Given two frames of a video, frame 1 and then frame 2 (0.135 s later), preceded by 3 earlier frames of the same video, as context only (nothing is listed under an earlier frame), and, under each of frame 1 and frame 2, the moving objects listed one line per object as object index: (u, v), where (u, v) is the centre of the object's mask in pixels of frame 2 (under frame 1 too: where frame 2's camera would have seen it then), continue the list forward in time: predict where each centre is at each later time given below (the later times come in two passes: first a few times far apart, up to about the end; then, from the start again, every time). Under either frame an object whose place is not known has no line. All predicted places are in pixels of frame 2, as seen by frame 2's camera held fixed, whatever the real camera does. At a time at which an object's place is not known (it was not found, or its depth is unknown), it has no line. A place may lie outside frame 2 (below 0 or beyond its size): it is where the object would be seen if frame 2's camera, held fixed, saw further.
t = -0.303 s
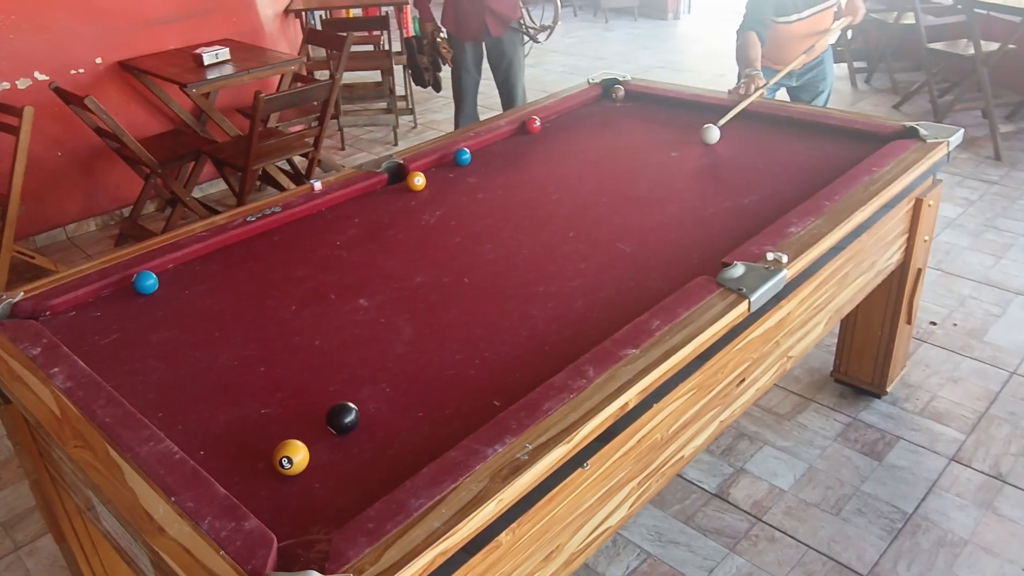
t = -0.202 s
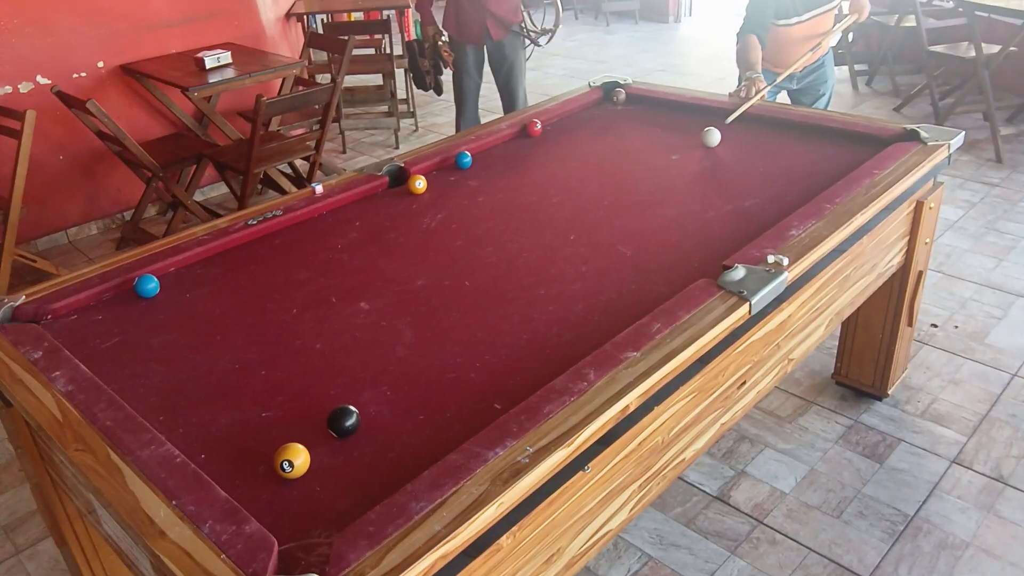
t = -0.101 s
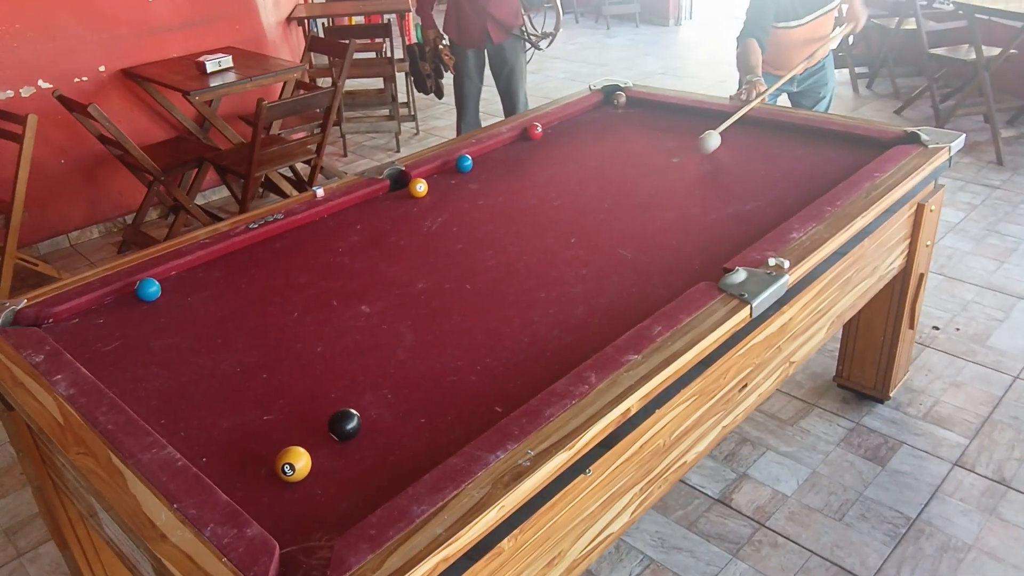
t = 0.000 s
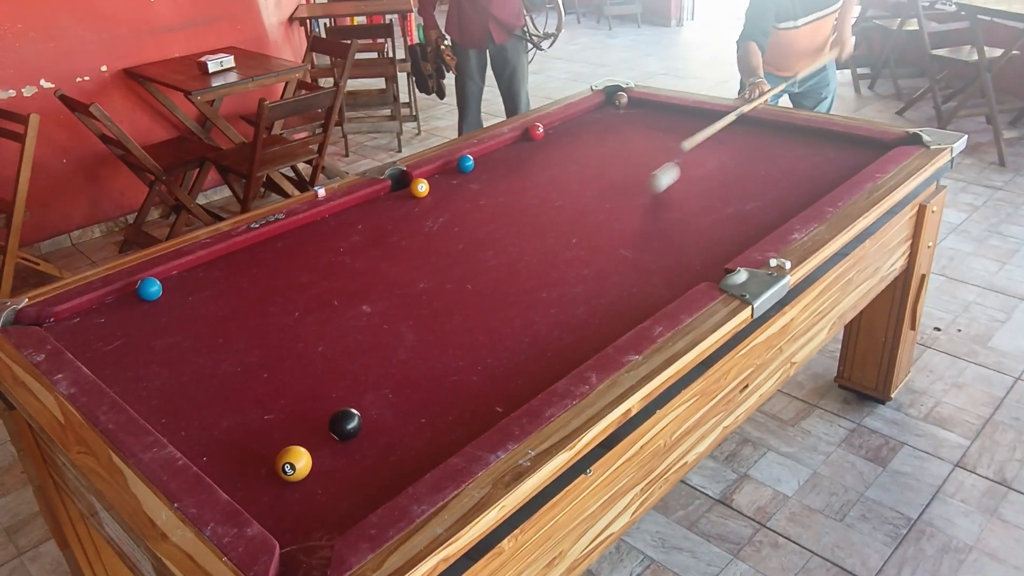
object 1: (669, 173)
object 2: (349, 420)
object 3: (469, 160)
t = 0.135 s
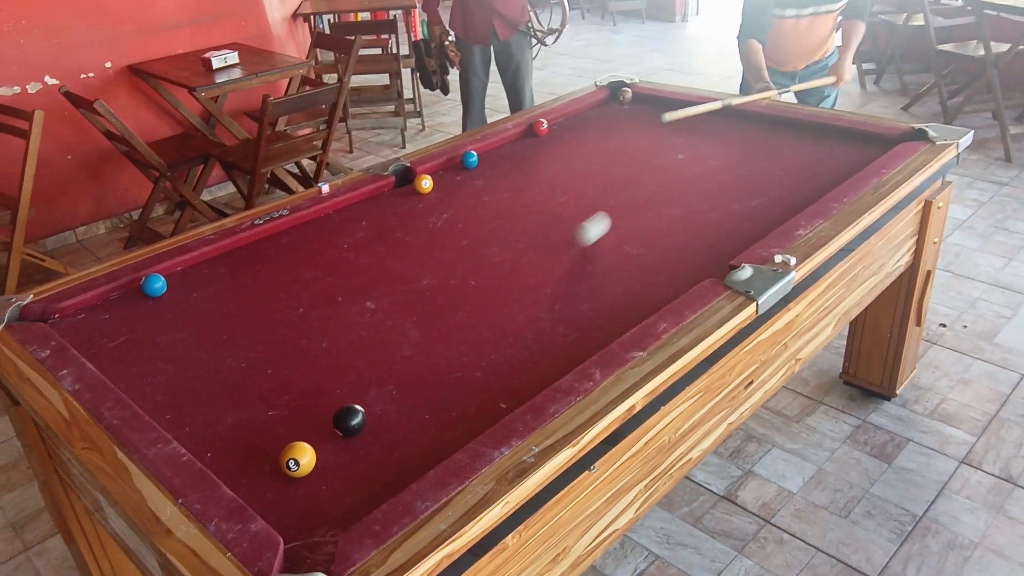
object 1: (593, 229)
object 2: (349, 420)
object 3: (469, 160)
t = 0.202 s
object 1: (548, 262)
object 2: (349, 420)
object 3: (469, 160)
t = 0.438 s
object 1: (335, 403)
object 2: (339, 453)
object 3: (469, 160)
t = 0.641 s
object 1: (232, 407)
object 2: (306, 557)
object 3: (469, 159)
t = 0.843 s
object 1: (308, 332)
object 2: (307, 561)
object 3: (470, 160)
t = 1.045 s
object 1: (359, 276)
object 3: (470, 159)
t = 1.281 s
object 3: (469, 159)
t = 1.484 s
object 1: (437, 190)
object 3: (469, 160)
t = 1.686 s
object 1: (467, 164)
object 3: (473, 153)
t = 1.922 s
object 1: (492, 154)
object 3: (512, 151)
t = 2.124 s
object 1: (511, 147)
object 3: (545, 149)
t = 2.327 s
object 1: (528, 139)
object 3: (577, 148)
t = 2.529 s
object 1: (544, 133)
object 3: (607, 146)
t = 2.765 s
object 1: (563, 127)
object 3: (641, 143)
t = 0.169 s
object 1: (572, 245)
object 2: (349, 420)
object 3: (469, 160)
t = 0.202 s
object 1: (548, 262)
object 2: (349, 420)
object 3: (469, 160)
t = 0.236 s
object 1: (524, 280)
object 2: (349, 420)
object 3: (469, 160)
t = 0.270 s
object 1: (497, 299)
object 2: (349, 420)
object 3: (469, 160)
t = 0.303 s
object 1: (469, 320)
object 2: (349, 420)
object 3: (469, 160)
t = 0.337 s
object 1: (437, 342)
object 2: (349, 420)
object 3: (470, 160)
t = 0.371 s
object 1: (403, 367)
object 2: (349, 420)
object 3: (469, 160)
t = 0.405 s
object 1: (369, 390)
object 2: (348, 422)
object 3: (469, 160)
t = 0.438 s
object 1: (335, 403)
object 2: (339, 453)
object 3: (469, 160)
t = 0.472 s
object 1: (305, 410)
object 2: (332, 493)
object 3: (469, 160)
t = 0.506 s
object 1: (274, 419)
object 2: (326, 530)
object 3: (469, 160)
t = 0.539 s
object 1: (240, 429)
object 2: (308, 556)
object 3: (469, 160)
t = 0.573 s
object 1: (209, 438)
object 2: (313, 557)
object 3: (469, 160)
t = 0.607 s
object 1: (213, 424)
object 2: (300, 558)
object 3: (469, 160)
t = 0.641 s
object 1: (232, 407)
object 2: (306, 557)
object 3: (469, 159)
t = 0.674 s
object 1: (250, 393)
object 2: (312, 557)
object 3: (469, 160)
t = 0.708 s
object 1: (264, 378)
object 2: (316, 557)
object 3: (469, 159)
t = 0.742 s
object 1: (277, 366)
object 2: (315, 558)
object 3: (469, 159)
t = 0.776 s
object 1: (287, 354)
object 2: (312, 558)
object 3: (469, 160)
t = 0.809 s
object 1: (298, 343)
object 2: (310, 559)
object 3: (470, 159)
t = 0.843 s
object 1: (308, 332)
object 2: (307, 561)
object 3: (470, 160)
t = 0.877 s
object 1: (318, 321)
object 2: (303, 563)
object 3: (469, 159)
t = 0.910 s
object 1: (327, 311)
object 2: (303, 568)
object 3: (470, 159)
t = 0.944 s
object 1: (336, 302)
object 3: (470, 159)
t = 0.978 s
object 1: (344, 293)
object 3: (470, 159)
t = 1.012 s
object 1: (352, 284)
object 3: (470, 159)
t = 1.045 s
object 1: (359, 276)
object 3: (470, 159)
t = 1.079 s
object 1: (367, 267)
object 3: (469, 159)
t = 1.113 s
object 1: (374, 259)
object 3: (470, 159)
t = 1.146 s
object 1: (381, 251)
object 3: (470, 158)
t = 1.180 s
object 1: (387, 244)
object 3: (470, 158)
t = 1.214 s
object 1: (394, 236)
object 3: (470, 158)
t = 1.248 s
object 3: (470, 158)
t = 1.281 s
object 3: (469, 159)
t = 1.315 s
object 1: (411, 217)
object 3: (469, 159)
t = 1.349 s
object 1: (417, 211)
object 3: (470, 159)
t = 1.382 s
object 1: (422, 206)
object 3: (469, 159)
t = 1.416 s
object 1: (427, 200)
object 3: (470, 159)
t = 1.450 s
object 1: (432, 195)
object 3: (469, 160)
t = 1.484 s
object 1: (437, 190)
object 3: (469, 160)
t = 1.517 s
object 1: (442, 184)
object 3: (469, 160)
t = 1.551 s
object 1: (447, 180)
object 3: (470, 159)
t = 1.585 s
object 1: (453, 175)
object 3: (469, 160)
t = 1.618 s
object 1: (458, 171)
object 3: (471, 158)
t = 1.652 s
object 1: (464, 166)
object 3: (472, 156)
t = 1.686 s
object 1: (467, 164)
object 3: (473, 153)
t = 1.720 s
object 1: (471, 163)
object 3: (478, 152)
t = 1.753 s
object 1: (475, 162)
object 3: (485, 152)
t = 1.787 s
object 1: (478, 160)
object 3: (491, 152)
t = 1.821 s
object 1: (482, 159)
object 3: (497, 152)
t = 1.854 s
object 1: (485, 157)
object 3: (502, 152)
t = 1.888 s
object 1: (489, 156)
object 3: (507, 151)
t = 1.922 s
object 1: (492, 154)
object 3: (512, 151)
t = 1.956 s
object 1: (496, 153)
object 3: (517, 151)
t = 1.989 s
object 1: (499, 152)
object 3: (523, 151)
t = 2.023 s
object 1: (502, 150)
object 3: (529, 150)
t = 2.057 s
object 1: (505, 149)
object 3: (534, 150)
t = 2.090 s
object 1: (508, 148)
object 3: (540, 150)
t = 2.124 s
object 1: (511, 147)
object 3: (545, 149)
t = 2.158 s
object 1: (514, 145)
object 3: (550, 149)
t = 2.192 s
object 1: (517, 144)
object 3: (556, 149)
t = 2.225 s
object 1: (520, 143)
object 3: (561, 148)
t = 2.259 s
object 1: (523, 142)
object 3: (567, 148)
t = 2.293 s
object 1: (526, 141)
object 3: (572, 148)
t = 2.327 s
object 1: (528, 139)
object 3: (577, 148)
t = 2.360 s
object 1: (531, 138)
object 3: (582, 147)
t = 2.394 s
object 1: (534, 137)
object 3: (587, 147)
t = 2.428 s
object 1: (536, 136)
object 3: (592, 147)
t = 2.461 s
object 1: (539, 135)
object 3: (597, 146)
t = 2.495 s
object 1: (542, 133)
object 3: (602, 146)
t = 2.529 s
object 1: (544, 133)
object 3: (607, 146)
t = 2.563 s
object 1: (546, 132)
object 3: (612, 146)
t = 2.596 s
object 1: (549, 131)
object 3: (617, 145)
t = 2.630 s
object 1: (552, 130)
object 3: (622, 145)
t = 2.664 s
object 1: (555, 129)
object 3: (626, 145)
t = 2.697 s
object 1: (558, 129)
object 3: (631, 144)
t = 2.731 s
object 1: (560, 128)
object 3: (636, 144)
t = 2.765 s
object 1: (563, 127)
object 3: (641, 143)
